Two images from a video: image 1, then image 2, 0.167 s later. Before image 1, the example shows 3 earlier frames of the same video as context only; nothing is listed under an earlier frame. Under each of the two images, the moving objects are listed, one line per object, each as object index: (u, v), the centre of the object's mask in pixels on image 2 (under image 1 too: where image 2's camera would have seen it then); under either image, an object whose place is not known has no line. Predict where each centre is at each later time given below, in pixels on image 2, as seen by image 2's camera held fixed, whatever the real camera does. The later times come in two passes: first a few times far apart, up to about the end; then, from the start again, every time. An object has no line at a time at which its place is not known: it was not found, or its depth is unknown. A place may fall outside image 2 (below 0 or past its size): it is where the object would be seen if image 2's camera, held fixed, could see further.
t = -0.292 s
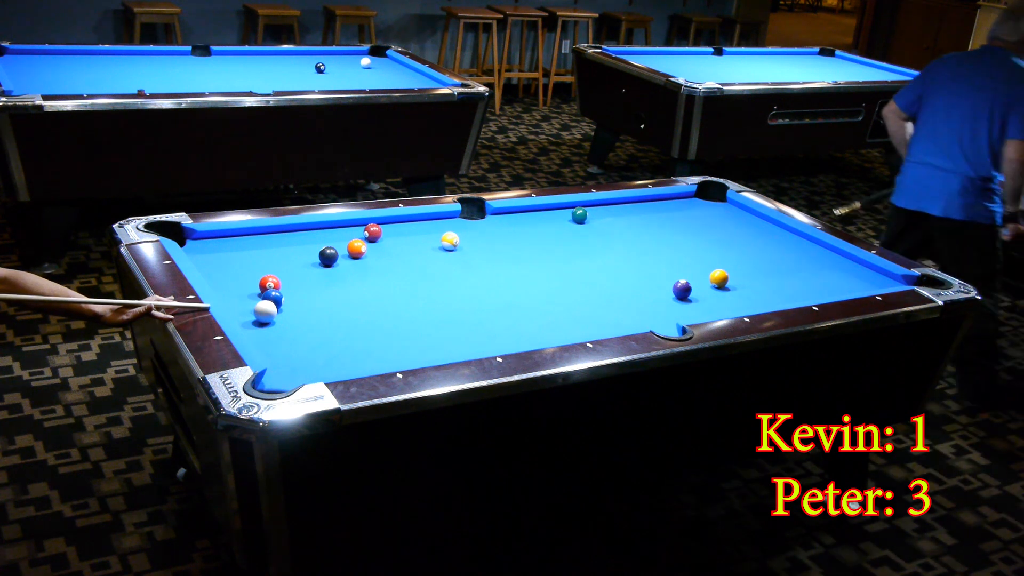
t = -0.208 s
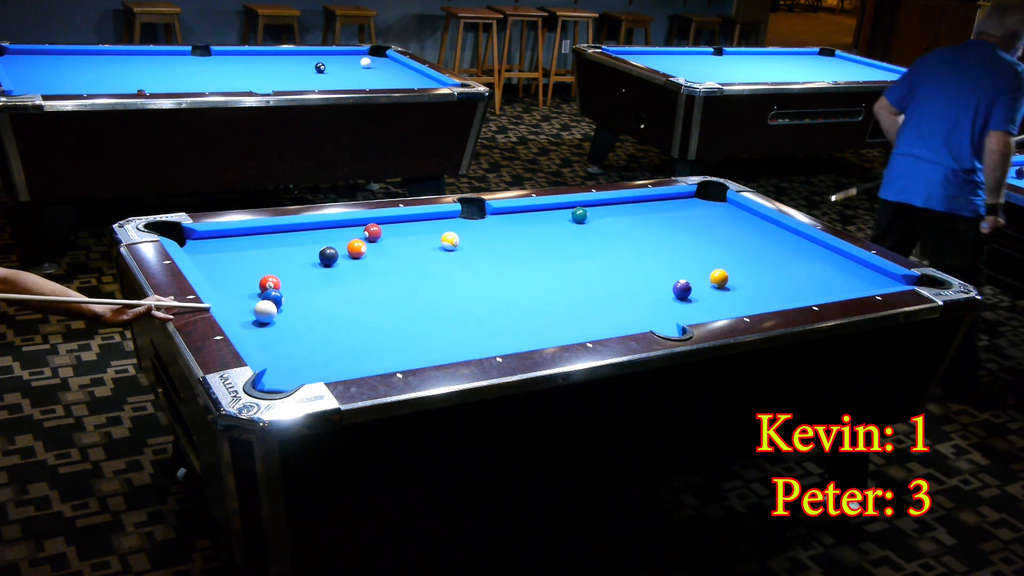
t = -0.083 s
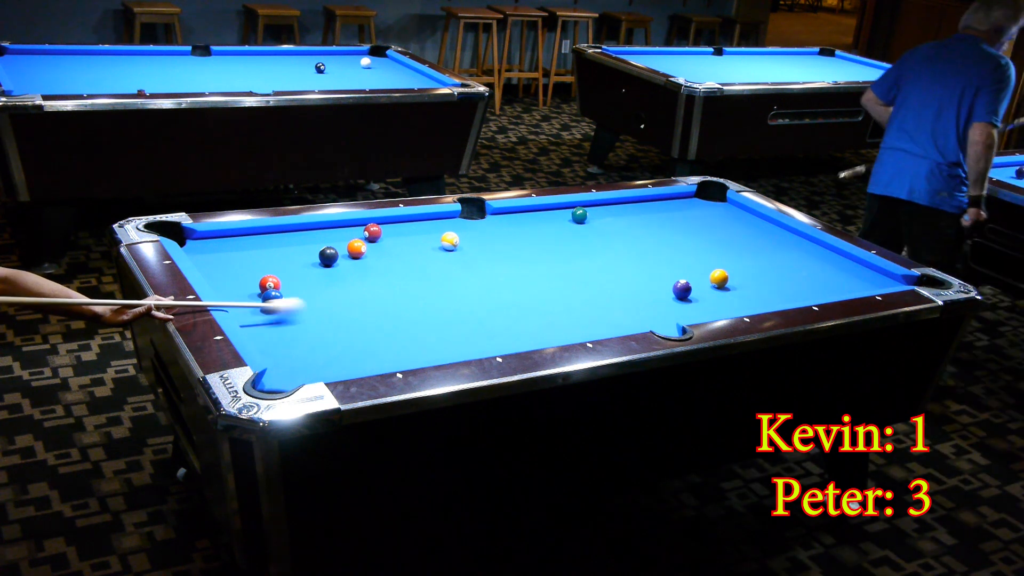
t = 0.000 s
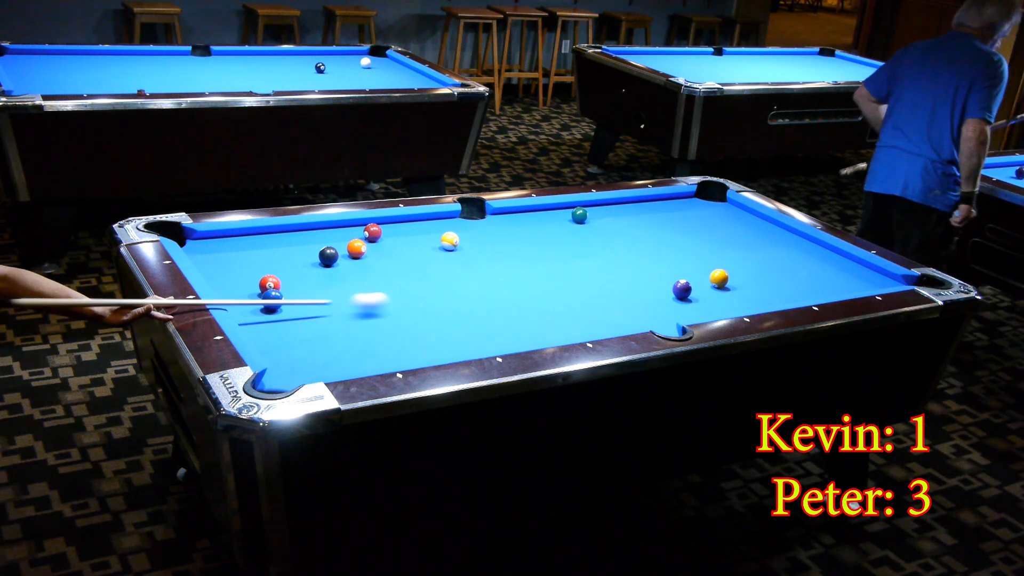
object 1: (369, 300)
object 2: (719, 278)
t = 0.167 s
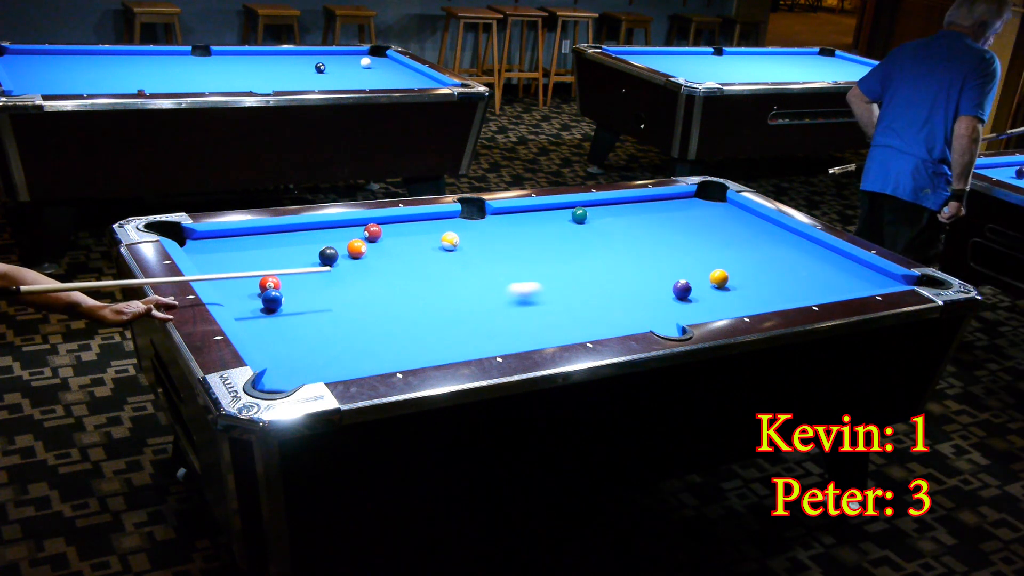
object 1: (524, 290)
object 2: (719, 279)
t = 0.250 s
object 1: (595, 285)
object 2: (719, 278)
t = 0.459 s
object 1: (701, 275)
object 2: (769, 276)
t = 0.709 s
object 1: (724, 263)
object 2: (882, 279)
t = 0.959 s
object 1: (759, 252)
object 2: (839, 290)
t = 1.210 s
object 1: (791, 243)
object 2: (783, 294)
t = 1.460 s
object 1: (796, 238)
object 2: (728, 298)
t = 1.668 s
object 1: (779, 238)
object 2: (682, 300)
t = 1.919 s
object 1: (759, 239)
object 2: (625, 303)
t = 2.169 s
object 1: (740, 239)
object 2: (569, 306)
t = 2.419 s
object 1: (722, 239)
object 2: (513, 309)
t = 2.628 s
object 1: (707, 239)
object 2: (466, 311)
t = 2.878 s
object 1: (692, 239)
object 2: (411, 314)
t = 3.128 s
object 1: (677, 239)
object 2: (356, 317)
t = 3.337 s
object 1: (665, 239)
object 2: (312, 319)
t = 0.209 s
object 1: (559, 286)
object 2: (719, 279)
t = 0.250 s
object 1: (595, 285)
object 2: (719, 278)
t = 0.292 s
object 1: (628, 282)
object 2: (719, 278)
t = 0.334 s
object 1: (660, 280)
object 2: (719, 278)
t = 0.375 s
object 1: (693, 277)
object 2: (719, 279)
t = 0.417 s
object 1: (701, 277)
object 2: (739, 276)
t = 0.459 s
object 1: (701, 275)
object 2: (769, 276)
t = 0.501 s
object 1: (702, 273)
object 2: (797, 276)
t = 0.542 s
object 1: (704, 270)
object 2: (822, 276)
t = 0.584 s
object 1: (708, 269)
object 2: (847, 275)
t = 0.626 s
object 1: (712, 267)
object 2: (870, 275)
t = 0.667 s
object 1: (718, 265)
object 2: (889, 276)
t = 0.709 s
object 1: (724, 263)
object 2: (882, 279)
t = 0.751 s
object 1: (730, 261)
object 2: (875, 282)
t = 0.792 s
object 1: (736, 259)
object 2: (868, 284)
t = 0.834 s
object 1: (742, 257)
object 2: (863, 286)
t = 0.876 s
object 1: (748, 256)
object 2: (857, 288)
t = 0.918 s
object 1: (753, 254)
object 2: (848, 289)
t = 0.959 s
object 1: (759, 252)
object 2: (839, 290)
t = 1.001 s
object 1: (765, 251)
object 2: (829, 290)
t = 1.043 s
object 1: (770, 249)
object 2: (820, 291)
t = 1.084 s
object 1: (775, 247)
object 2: (811, 292)
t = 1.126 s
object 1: (780, 246)
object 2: (802, 293)
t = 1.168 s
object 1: (785, 244)
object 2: (793, 294)
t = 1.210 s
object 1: (791, 243)
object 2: (783, 294)
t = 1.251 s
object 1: (795, 241)
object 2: (774, 295)
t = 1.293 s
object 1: (800, 240)
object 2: (765, 296)
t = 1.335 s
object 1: (805, 238)
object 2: (756, 296)
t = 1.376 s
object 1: (804, 238)
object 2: (747, 297)
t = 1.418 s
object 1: (799, 238)
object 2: (737, 297)
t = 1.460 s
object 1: (796, 238)
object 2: (728, 298)
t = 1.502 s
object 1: (792, 238)
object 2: (719, 298)
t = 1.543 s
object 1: (789, 238)
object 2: (710, 299)
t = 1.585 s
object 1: (785, 238)
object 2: (700, 299)
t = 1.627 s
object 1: (782, 239)
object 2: (690, 299)
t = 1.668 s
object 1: (779, 238)
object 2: (682, 300)
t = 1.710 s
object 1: (775, 239)
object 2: (673, 300)
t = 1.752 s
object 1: (772, 239)
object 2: (663, 301)
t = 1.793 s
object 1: (769, 239)
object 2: (653, 302)
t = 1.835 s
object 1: (765, 239)
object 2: (644, 302)
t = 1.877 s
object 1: (762, 239)
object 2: (635, 302)
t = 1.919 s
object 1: (759, 239)
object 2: (625, 303)
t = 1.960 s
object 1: (755, 239)
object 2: (616, 303)
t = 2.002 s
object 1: (752, 239)
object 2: (607, 304)
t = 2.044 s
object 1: (749, 239)
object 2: (597, 305)
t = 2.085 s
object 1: (746, 239)
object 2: (588, 305)
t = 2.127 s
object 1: (743, 239)
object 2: (578, 305)
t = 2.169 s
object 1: (740, 239)
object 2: (569, 306)
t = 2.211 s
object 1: (737, 239)
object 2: (560, 306)
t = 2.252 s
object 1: (734, 239)
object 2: (550, 307)
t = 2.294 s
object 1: (731, 239)
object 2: (541, 308)
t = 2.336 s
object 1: (728, 239)
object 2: (531, 308)
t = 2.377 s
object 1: (725, 239)
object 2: (522, 308)
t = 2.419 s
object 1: (722, 239)
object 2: (513, 309)
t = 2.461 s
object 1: (719, 239)
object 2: (503, 309)
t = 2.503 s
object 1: (716, 239)
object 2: (494, 310)
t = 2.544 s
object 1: (713, 239)
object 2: (485, 310)
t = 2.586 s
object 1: (710, 239)
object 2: (475, 311)
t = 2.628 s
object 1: (707, 239)
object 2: (466, 311)
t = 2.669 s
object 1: (705, 239)
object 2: (457, 312)
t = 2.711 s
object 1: (702, 239)
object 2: (447, 312)
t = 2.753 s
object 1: (699, 239)
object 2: (439, 313)
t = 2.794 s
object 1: (697, 239)
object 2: (429, 313)
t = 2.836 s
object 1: (694, 239)
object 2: (420, 314)
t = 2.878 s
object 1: (692, 239)
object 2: (411, 314)
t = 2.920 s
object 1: (689, 239)
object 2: (402, 315)
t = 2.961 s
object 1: (686, 239)
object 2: (392, 315)
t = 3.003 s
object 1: (684, 239)
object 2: (383, 316)
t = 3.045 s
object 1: (681, 239)
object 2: (374, 316)
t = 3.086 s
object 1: (679, 239)
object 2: (365, 317)
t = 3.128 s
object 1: (677, 239)
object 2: (356, 317)
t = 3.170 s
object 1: (674, 239)
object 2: (348, 317)
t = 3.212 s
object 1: (672, 239)
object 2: (339, 318)
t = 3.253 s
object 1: (670, 239)
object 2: (330, 318)
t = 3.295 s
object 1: (667, 239)
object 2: (321, 319)
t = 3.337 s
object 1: (665, 239)
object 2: (312, 319)
